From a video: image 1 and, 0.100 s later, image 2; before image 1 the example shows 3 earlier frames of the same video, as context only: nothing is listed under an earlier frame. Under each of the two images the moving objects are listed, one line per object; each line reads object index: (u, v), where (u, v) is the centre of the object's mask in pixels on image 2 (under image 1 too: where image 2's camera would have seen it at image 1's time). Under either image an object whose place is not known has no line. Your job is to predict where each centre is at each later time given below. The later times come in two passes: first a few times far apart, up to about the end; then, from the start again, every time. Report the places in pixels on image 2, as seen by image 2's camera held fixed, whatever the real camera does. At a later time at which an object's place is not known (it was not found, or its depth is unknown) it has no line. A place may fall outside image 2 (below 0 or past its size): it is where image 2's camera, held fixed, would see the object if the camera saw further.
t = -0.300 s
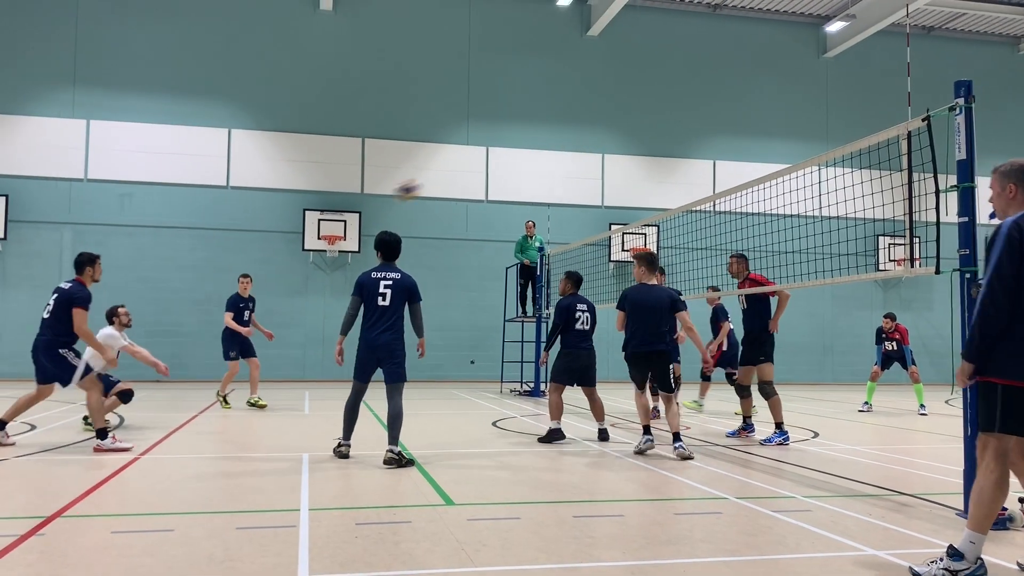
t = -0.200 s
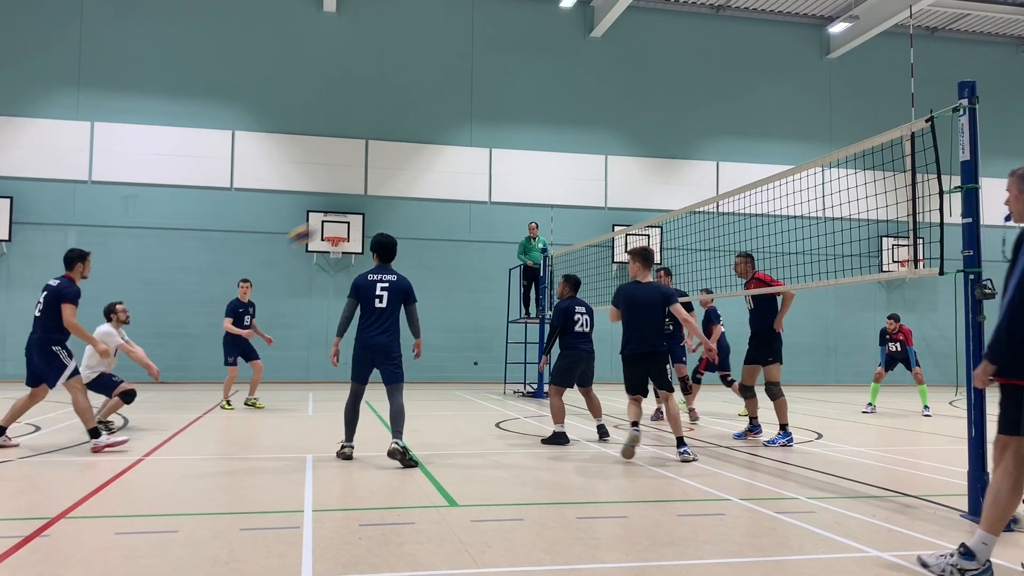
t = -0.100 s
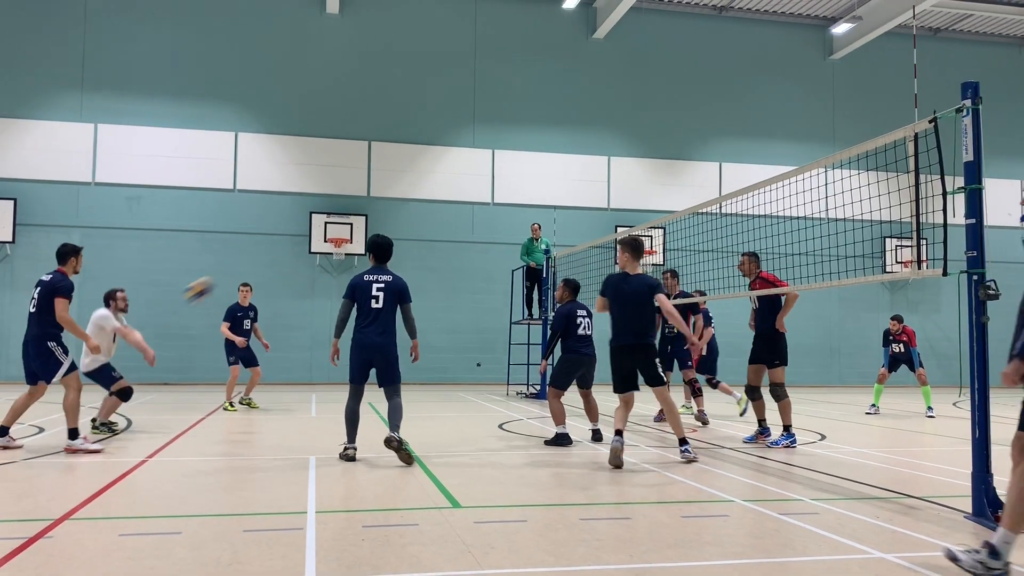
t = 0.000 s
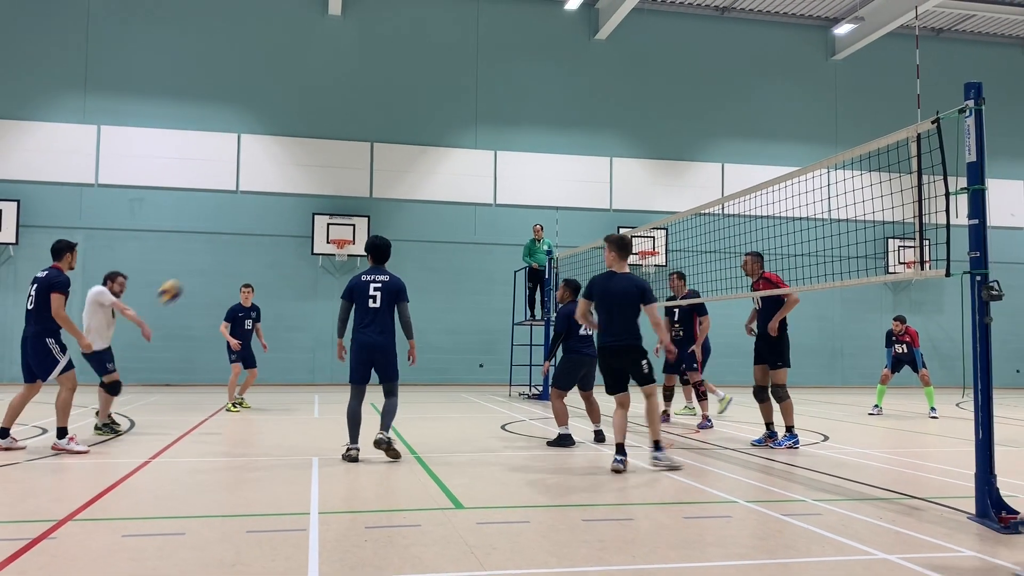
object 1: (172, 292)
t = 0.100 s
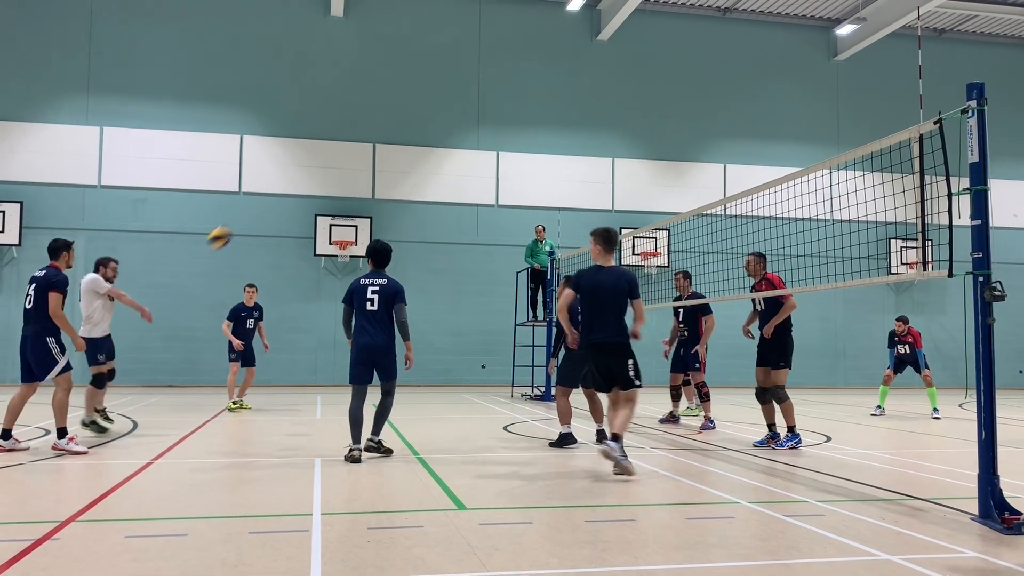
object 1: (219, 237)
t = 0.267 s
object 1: (296, 169)
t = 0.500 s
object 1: (394, 122)
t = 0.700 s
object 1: (472, 121)
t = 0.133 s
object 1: (235, 221)
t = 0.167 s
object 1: (250, 206)
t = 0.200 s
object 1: (266, 193)
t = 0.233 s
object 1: (282, 180)
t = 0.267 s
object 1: (296, 169)
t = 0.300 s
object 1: (311, 158)
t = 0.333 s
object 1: (325, 150)
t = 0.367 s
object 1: (339, 142)
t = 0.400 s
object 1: (353, 135)
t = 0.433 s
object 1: (366, 130)
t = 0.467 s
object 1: (380, 126)
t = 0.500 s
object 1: (394, 122)
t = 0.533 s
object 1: (408, 120)
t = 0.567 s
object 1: (421, 118)
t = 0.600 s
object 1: (434, 117)
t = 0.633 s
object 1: (446, 118)
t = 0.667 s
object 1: (460, 119)
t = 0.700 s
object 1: (472, 121)
